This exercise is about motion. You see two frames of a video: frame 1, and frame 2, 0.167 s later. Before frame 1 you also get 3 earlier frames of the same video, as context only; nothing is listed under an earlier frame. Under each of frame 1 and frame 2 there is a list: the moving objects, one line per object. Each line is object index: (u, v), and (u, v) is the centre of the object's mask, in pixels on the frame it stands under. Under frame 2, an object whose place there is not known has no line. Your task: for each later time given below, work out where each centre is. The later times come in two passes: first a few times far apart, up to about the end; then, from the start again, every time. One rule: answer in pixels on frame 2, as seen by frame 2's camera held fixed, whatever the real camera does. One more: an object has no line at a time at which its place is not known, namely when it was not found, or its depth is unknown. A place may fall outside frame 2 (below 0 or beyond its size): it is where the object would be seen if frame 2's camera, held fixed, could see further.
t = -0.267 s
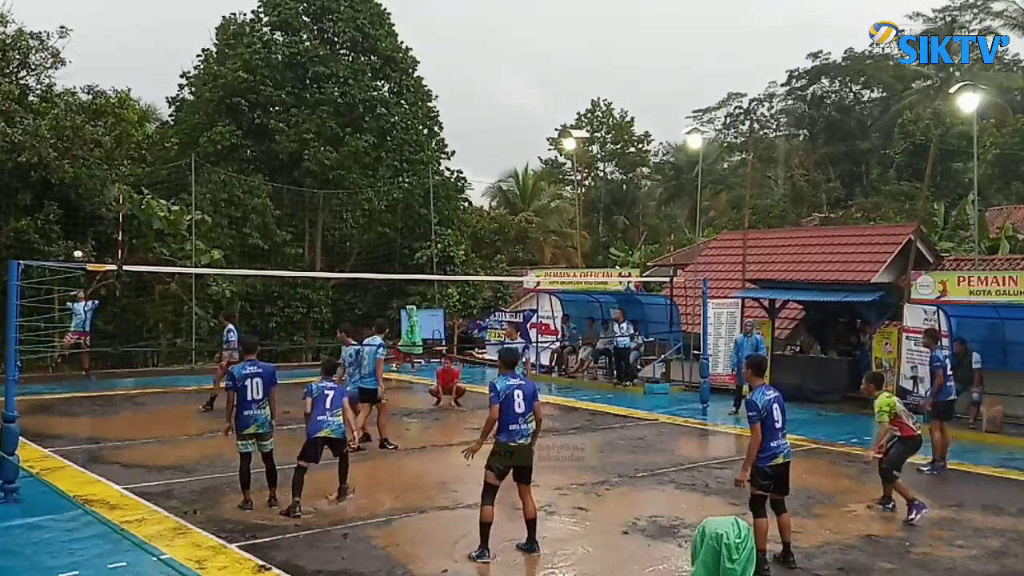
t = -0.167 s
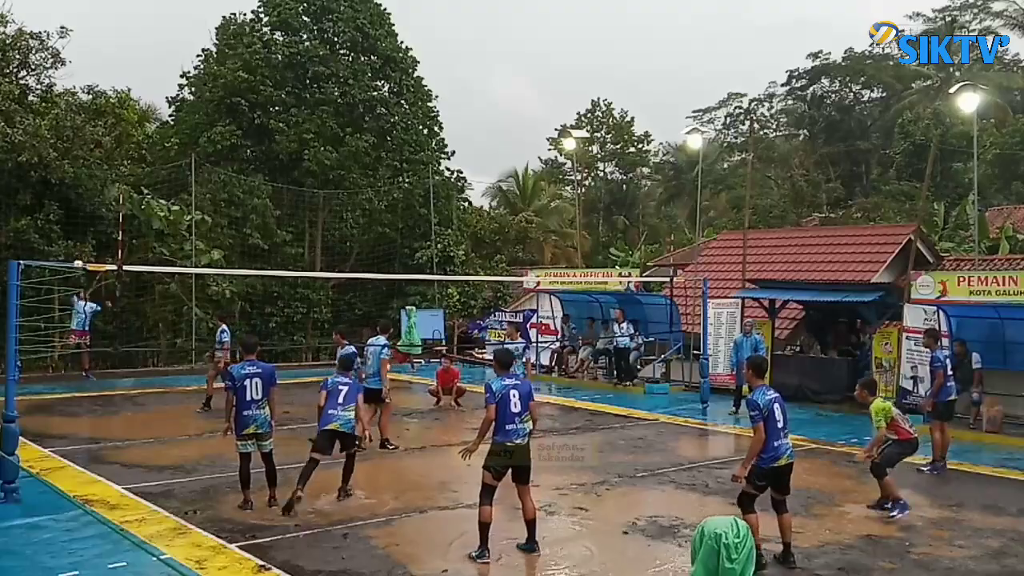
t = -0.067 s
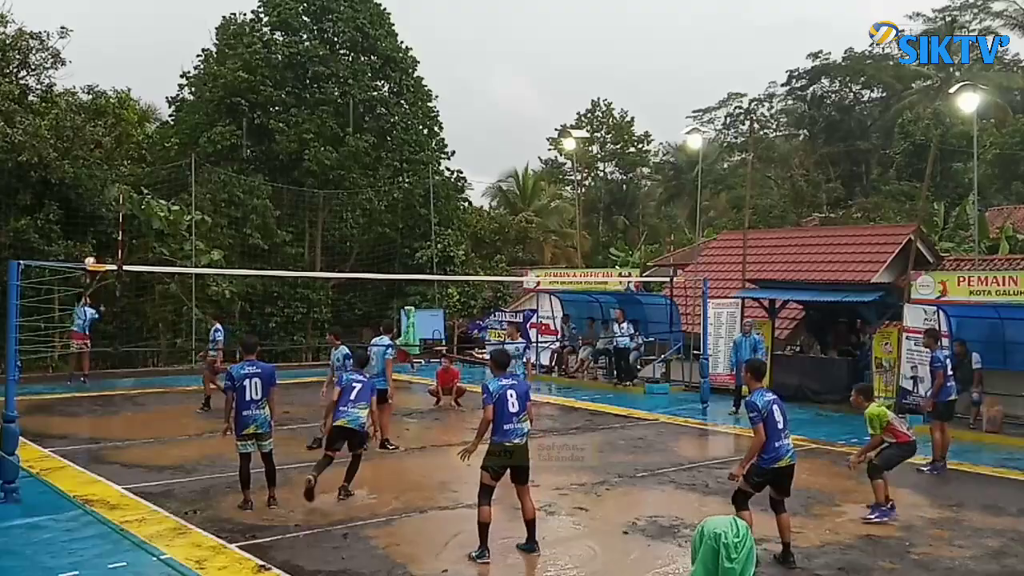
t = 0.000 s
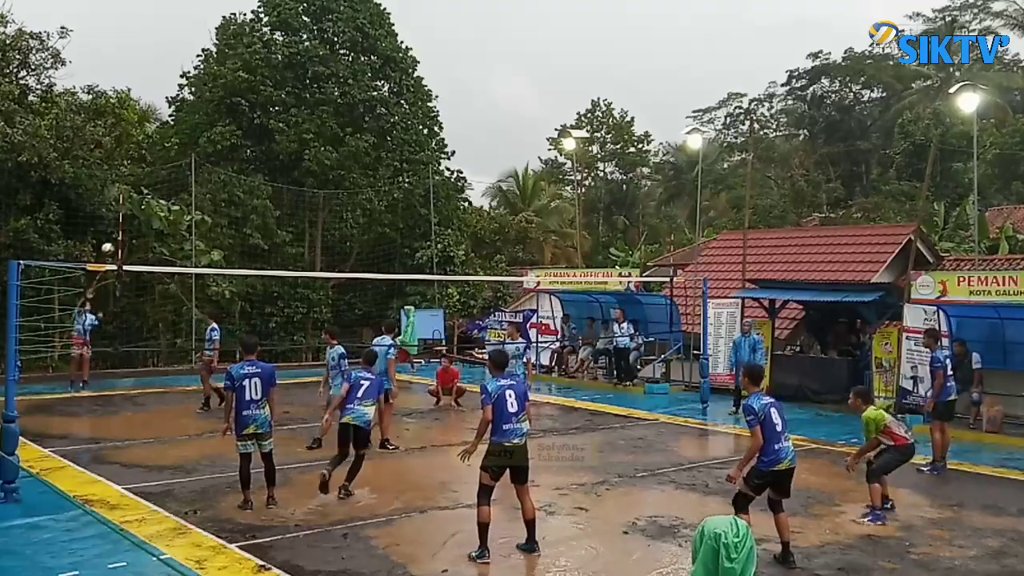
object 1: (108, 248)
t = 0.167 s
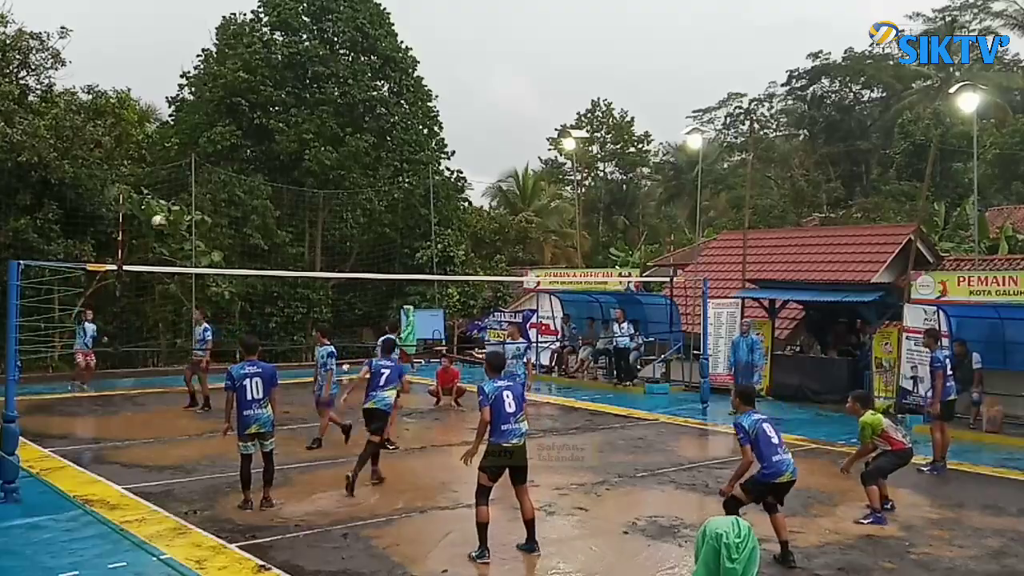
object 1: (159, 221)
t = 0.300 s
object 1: (211, 207)
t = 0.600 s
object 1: (362, 214)
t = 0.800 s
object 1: (509, 265)
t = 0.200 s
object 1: (171, 215)
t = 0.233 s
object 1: (183, 212)
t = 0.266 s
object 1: (196, 210)
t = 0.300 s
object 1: (211, 207)
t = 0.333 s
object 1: (223, 205)
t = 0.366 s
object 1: (239, 205)
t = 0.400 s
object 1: (254, 203)
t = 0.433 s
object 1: (270, 202)
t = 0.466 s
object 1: (286, 203)
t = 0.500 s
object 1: (304, 204)
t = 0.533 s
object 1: (323, 206)
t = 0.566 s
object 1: (343, 210)
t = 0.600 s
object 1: (362, 214)
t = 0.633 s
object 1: (384, 219)
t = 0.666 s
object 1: (406, 226)
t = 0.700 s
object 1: (430, 233)
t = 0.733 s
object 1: (456, 242)
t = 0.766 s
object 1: (481, 253)
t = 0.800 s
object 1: (509, 265)
